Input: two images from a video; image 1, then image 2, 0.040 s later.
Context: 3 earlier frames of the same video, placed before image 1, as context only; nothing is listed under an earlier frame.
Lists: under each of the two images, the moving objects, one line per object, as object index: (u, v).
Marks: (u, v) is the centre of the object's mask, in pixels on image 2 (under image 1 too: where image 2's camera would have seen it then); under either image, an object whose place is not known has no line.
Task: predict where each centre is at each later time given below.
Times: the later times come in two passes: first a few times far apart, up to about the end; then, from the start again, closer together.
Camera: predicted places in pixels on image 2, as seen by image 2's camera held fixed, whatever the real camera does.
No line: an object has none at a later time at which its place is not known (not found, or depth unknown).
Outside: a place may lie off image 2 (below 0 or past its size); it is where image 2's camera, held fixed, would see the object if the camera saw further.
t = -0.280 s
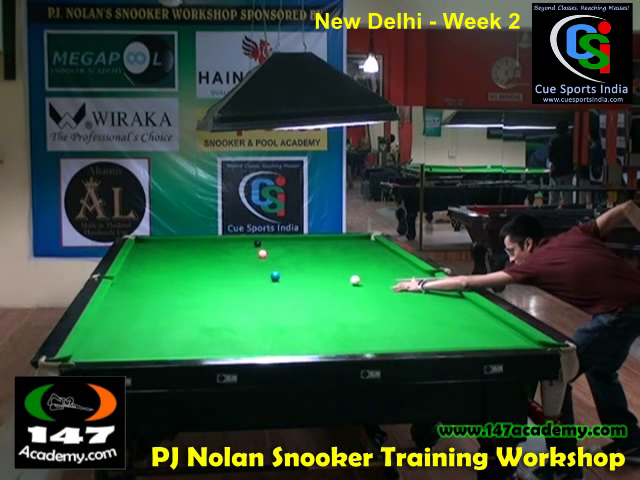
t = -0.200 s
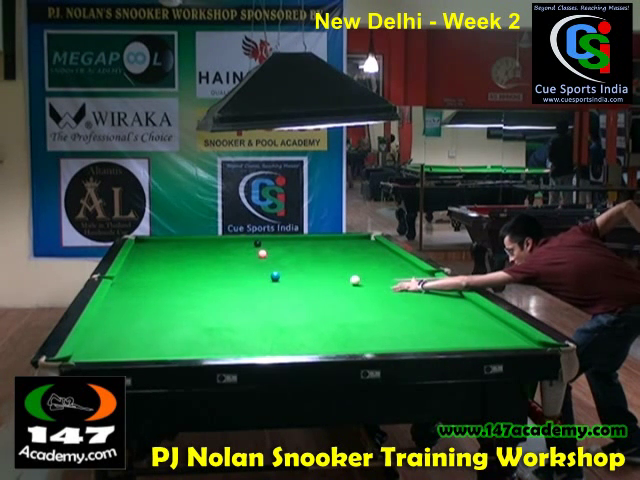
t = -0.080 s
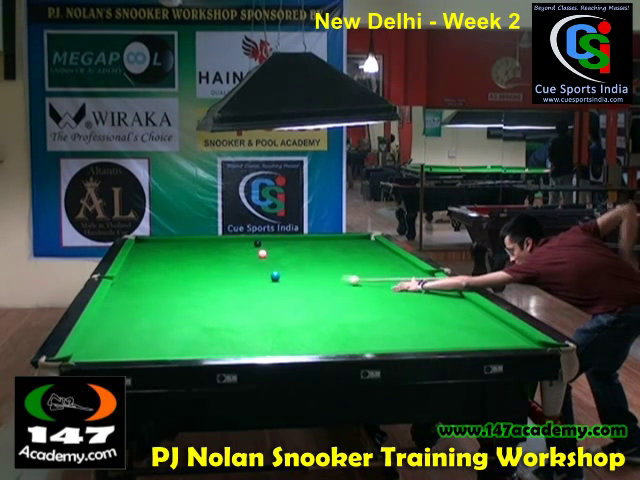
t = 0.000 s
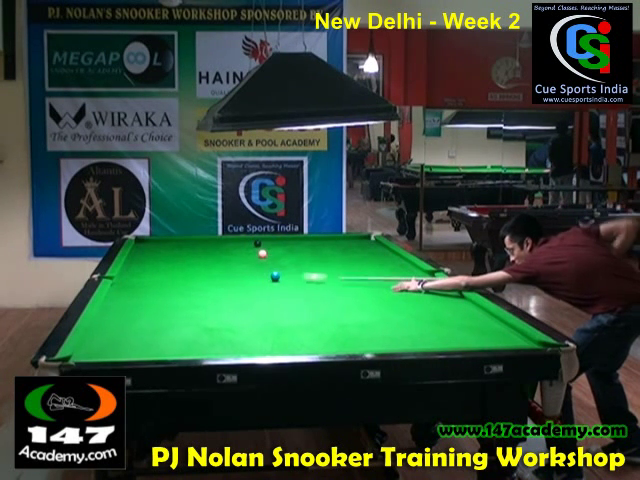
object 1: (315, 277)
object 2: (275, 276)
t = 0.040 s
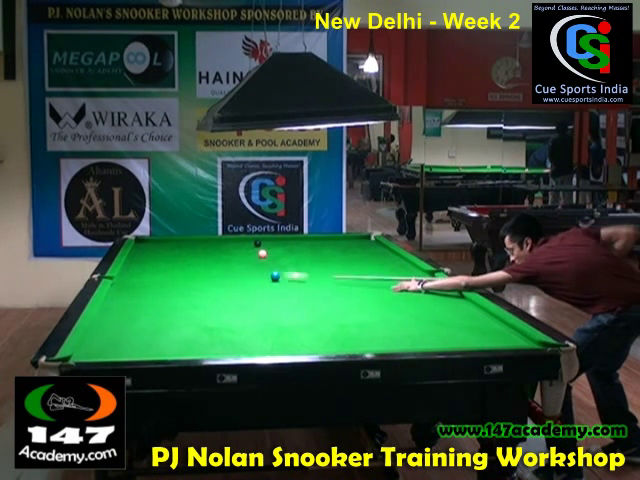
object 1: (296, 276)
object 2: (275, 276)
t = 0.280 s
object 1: (276, 270)
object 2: (195, 277)
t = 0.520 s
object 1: (266, 264)
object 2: (126, 278)
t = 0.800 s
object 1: (255, 258)
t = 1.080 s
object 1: (246, 253)
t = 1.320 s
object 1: (239, 249)
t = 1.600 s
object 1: (232, 245)
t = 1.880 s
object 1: (226, 241)
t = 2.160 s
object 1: (221, 238)
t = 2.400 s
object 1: (221, 240)
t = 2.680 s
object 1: (222, 242)
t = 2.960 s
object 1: (222, 244)
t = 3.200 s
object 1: (223, 245)
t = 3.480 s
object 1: (223, 247)
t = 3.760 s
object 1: (224, 248)
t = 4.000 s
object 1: (224, 250)
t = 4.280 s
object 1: (225, 251)
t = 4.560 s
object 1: (225, 252)
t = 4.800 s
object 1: (225, 253)
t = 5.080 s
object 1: (226, 255)
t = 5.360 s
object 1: (226, 256)
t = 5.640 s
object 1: (227, 256)
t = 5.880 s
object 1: (227, 257)
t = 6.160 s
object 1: (228, 257)
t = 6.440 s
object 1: (228, 258)
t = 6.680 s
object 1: (228, 258)
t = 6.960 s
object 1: (228, 258)
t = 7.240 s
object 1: (228, 259)
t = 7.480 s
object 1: (228, 259)
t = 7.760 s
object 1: (228, 259)
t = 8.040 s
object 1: (228, 259)
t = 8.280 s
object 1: (228, 259)
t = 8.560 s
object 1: (228, 259)
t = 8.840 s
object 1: (228, 259)
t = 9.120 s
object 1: (228, 259)
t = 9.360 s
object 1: (228, 259)
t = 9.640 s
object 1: (228, 259)
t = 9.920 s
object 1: (228, 259)
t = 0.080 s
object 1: (284, 275)
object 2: (270, 276)
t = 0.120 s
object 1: (283, 274)
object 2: (254, 276)
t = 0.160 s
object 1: (281, 273)
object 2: (238, 276)
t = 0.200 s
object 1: (279, 272)
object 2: (223, 277)
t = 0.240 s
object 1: (278, 271)
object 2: (209, 277)
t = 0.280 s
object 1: (276, 270)
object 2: (195, 277)
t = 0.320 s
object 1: (274, 269)
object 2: (183, 277)
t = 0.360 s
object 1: (273, 268)
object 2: (170, 278)
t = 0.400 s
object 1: (271, 267)
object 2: (158, 278)
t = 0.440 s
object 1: (269, 266)
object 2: (148, 278)
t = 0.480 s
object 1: (267, 265)
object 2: (137, 278)
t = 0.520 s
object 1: (266, 264)
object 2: (126, 278)
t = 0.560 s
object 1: (264, 263)
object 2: (116, 278)
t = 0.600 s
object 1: (263, 262)
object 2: (108, 277)
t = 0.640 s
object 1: (261, 262)
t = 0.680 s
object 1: (260, 261)
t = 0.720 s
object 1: (258, 260)
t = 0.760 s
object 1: (257, 259)
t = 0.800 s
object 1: (255, 258)
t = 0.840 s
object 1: (254, 258)
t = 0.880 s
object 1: (253, 257)
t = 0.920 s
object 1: (252, 256)
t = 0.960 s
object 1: (250, 255)
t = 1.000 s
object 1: (249, 254)
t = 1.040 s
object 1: (248, 254)
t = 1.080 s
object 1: (246, 253)
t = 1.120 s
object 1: (245, 252)
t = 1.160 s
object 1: (244, 252)
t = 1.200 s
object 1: (243, 251)
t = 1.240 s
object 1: (242, 250)
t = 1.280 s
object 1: (241, 250)
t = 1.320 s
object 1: (239, 249)
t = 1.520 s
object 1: (234, 246)
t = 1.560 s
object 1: (233, 246)
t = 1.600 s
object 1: (232, 245)
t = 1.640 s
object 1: (231, 244)
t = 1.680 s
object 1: (231, 244)
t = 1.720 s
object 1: (230, 243)
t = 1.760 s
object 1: (229, 243)
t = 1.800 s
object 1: (228, 242)
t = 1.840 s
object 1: (227, 242)
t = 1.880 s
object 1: (226, 241)
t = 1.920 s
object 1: (225, 241)
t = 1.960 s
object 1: (224, 240)
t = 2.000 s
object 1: (223, 240)
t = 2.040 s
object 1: (223, 239)
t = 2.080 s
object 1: (222, 239)
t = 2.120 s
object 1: (221, 238)
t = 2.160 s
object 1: (221, 238)
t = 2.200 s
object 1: (221, 239)
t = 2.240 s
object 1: (221, 239)
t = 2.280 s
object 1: (221, 239)
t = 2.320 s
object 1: (221, 240)
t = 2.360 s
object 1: (221, 240)
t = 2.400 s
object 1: (221, 240)
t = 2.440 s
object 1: (221, 240)
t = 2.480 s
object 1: (221, 241)
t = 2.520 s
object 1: (221, 241)
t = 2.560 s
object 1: (221, 241)
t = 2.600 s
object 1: (221, 241)
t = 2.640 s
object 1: (221, 242)
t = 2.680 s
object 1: (222, 242)
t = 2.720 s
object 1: (222, 242)
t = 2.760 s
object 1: (222, 242)
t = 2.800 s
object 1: (222, 243)
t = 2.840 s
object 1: (222, 243)
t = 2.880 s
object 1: (222, 243)
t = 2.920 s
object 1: (222, 243)
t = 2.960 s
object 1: (222, 244)
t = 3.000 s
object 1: (222, 244)
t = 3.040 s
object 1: (222, 244)
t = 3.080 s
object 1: (222, 244)
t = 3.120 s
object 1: (222, 245)
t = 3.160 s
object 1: (222, 245)
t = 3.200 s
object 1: (223, 245)
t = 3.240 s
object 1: (223, 246)
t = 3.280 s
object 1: (223, 246)
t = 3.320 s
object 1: (223, 246)
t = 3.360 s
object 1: (223, 246)
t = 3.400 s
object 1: (223, 246)
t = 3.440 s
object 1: (223, 247)
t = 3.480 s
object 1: (223, 247)
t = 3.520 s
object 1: (223, 247)
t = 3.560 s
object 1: (223, 247)
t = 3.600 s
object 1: (223, 247)
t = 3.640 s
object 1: (223, 248)
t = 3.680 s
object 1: (224, 248)
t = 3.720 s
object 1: (224, 248)
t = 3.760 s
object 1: (224, 248)
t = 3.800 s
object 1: (224, 249)
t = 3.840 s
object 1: (224, 249)
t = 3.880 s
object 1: (224, 249)
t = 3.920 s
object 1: (224, 249)
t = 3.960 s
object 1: (224, 250)
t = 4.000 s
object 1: (224, 250)
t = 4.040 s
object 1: (224, 250)
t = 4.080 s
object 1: (224, 250)
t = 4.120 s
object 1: (224, 250)
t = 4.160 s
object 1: (224, 251)
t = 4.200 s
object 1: (225, 251)
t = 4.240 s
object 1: (224, 251)
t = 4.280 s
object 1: (225, 251)
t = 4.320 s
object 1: (225, 251)
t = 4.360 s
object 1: (225, 252)
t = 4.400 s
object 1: (225, 252)
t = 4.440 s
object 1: (225, 252)
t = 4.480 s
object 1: (225, 252)
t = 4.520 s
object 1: (225, 252)
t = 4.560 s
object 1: (225, 252)
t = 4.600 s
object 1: (225, 253)
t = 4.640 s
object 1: (225, 253)
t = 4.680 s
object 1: (225, 253)
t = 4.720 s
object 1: (225, 253)
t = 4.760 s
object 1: (225, 253)
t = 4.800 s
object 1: (225, 253)
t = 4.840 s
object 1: (226, 254)
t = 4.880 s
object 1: (226, 254)
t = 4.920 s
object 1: (226, 254)
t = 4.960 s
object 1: (226, 254)
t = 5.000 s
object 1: (226, 254)
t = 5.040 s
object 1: (226, 255)
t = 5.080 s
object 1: (226, 255)
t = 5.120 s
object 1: (226, 255)
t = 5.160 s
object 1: (226, 255)
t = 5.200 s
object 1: (226, 255)
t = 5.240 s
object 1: (226, 255)
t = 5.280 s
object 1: (226, 255)
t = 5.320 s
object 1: (226, 256)
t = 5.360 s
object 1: (226, 256)
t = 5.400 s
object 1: (226, 256)
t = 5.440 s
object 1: (226, 256)
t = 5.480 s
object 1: (226, 256)
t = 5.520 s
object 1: (226, 256)
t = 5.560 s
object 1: (227, 256)
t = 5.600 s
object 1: (227, 256)
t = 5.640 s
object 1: (227, 256)
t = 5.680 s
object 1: (227, 257)
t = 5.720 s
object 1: (227, 257)
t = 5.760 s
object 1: (227, 257)
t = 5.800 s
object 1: (227, 257)
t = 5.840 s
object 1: (227, 257)
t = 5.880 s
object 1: (227, 257)
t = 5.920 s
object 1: (225, 257)
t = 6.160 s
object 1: (228, 257)
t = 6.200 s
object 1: (228, 258)
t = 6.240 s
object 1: (228, 258)
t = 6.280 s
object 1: (228, 258)
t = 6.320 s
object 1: (228, 258)
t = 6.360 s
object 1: (228, 258)
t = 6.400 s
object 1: (228, 258)
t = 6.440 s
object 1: (228, 258)
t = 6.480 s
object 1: (228, 258)
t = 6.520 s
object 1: (228, 258)
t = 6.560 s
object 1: (228, 258)
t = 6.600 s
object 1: (228, 258)
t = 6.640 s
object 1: (228, 258)
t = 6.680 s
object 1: (228, 258)
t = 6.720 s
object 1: (228, 258)
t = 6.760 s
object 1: (228, 258)
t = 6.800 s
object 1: (228, 258)
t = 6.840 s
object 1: (228, 258)
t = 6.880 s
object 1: (228, 258)
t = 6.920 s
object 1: (228, 258)
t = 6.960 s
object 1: (228, 258)
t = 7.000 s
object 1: (228, 258)
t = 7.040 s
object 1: (228, 258)
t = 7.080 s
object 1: (228, 258)
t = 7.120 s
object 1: (228, 258)
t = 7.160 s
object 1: (228, 259)
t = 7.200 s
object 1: (228, 259)
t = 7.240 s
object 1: (228, 259)
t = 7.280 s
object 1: (228, 259)
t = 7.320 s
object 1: (228, 259)
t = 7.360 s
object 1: (228, 259)
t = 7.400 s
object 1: (228, 259)
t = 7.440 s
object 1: (228, 259)
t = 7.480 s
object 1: (228, 259)
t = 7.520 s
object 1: (228, 259)
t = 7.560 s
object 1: (228, 259)
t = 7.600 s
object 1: (228, 259)
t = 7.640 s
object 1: (228, 259)
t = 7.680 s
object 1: (228, 259)
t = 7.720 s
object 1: (228, 259)
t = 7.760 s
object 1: (228, 259)
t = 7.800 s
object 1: (228, 259)
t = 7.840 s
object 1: (228, 259)
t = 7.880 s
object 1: (228, 259)
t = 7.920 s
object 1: (228, 259)
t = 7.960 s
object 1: (228, 259)
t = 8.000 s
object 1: (228, 259)
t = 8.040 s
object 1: (228, 259)
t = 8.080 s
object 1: (228, 259)
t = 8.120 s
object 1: (228, 259)
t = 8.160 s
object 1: (228, 259)
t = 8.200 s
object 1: (228, 259)
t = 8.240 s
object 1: (228, 259)
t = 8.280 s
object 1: (228, 259)
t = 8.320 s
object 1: (228, 259)
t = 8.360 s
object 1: (228, 259)
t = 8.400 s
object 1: (228, 259)
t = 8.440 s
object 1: (228, 259)
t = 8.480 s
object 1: (228, 259)
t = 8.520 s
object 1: (228, 259)
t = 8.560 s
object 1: (228, 259)
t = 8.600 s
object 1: (228, 259)
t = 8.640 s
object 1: (228, 259)
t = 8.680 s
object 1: (228, 259)
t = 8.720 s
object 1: (228, 259)
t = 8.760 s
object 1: (228, 259)
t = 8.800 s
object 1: (228, 259)
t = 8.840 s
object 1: (228, 259)
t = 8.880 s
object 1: (228, 259)
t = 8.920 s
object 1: (228, 259)
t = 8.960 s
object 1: (228, 259)
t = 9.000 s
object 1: (228, 259)
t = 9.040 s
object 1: (228, 259)
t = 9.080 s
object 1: (228, 259)
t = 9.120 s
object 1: (228, 259)
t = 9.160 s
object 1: (228, 259)
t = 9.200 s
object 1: (228, 259)
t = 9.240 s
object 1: (228, 259)
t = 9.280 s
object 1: (228, 259)
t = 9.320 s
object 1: (228, 259)
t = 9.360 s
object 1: (228, 259)
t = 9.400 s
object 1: (228, 259)
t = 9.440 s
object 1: (228, 259)
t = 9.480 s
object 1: (228, 259)
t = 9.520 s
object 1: (228, 259)
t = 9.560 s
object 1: (228, 259)
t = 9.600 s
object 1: (228, 259)
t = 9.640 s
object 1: (228, 259)
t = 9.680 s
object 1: (228, 259)
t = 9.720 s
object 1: (228, 259)
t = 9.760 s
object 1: (228, 259)
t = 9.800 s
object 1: (228, 259)
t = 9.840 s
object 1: (228, 259)
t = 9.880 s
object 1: (228, 259)
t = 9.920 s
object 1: (228, 259)
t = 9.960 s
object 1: (228, 259)
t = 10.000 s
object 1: (228, 259)
